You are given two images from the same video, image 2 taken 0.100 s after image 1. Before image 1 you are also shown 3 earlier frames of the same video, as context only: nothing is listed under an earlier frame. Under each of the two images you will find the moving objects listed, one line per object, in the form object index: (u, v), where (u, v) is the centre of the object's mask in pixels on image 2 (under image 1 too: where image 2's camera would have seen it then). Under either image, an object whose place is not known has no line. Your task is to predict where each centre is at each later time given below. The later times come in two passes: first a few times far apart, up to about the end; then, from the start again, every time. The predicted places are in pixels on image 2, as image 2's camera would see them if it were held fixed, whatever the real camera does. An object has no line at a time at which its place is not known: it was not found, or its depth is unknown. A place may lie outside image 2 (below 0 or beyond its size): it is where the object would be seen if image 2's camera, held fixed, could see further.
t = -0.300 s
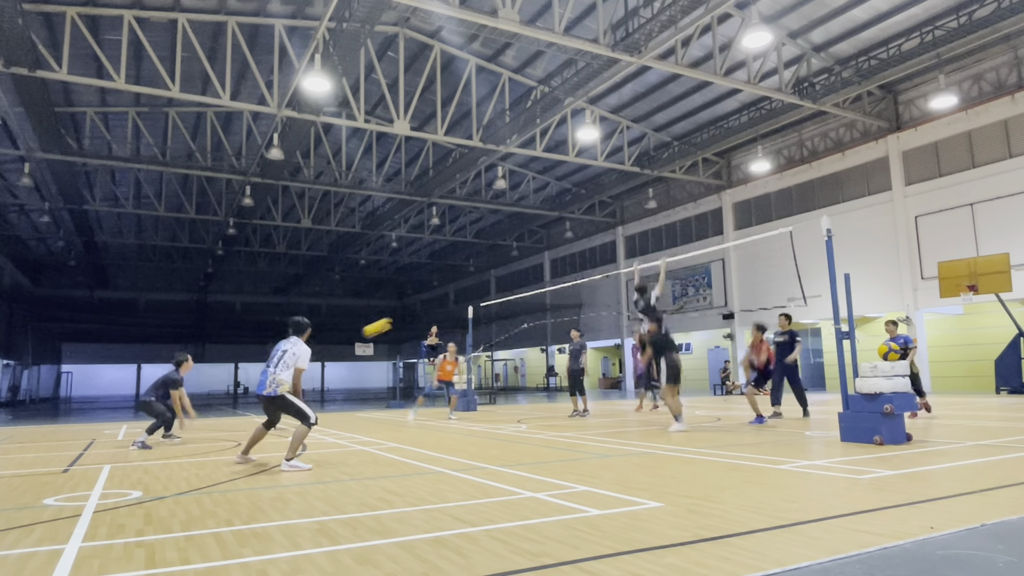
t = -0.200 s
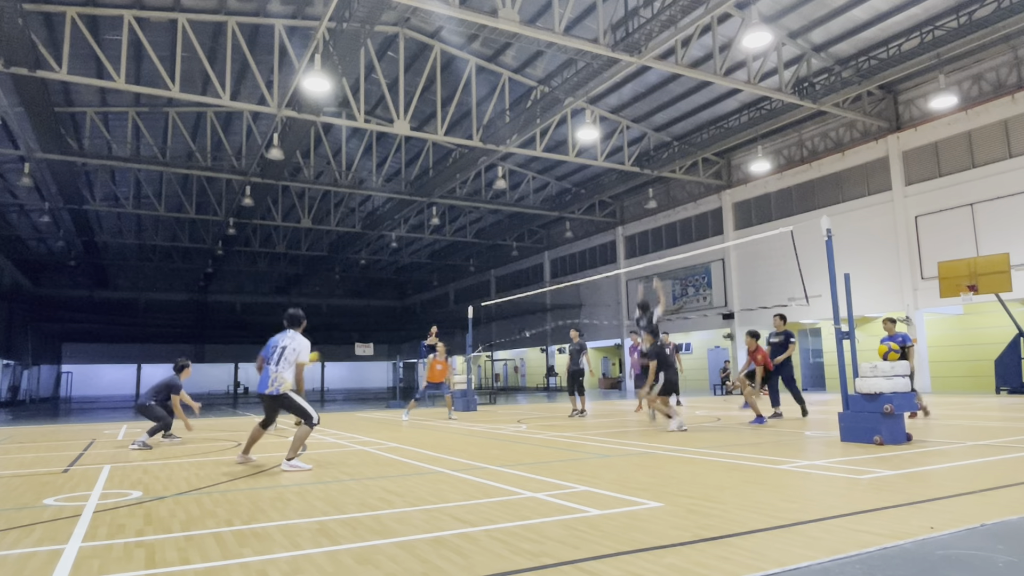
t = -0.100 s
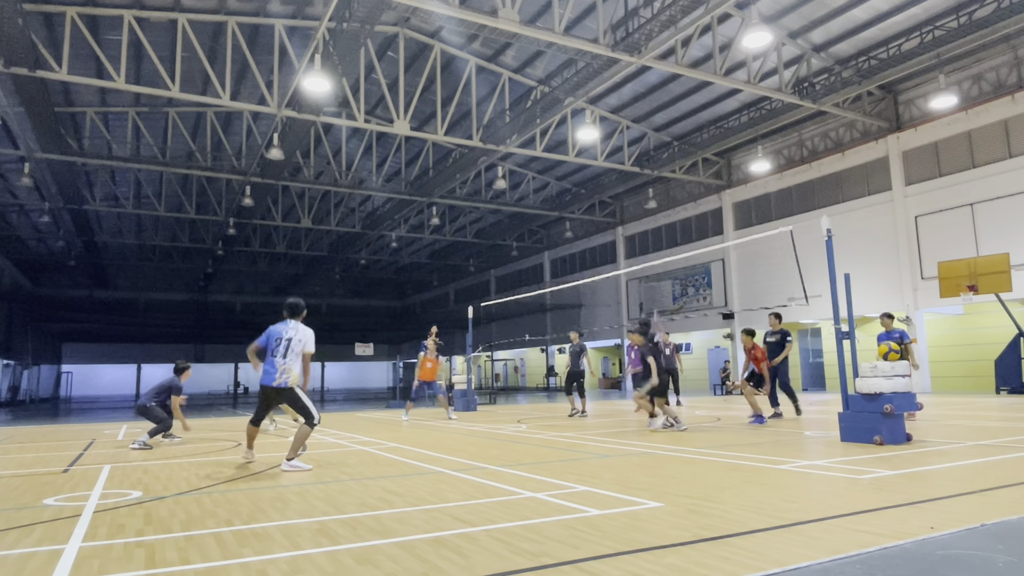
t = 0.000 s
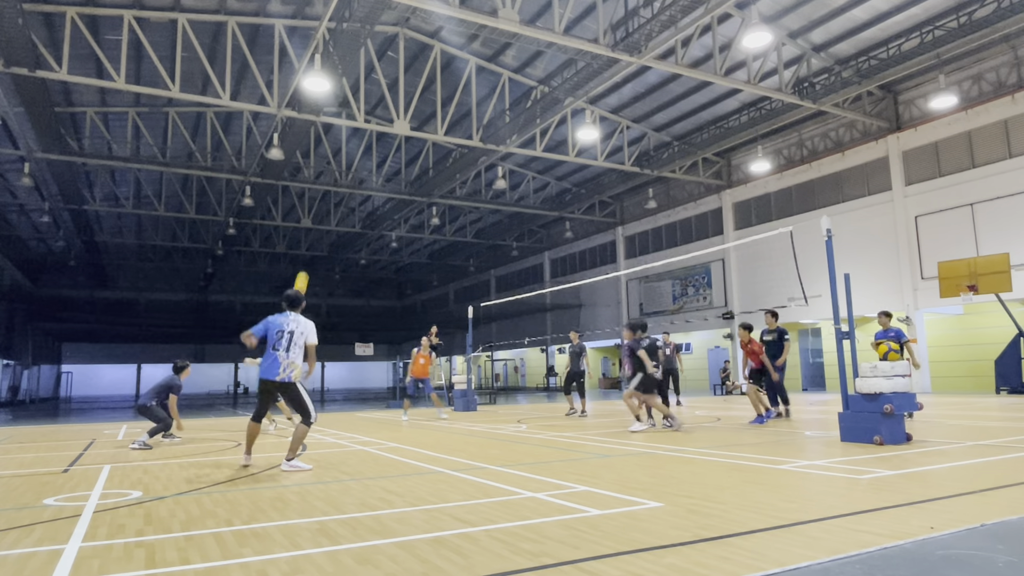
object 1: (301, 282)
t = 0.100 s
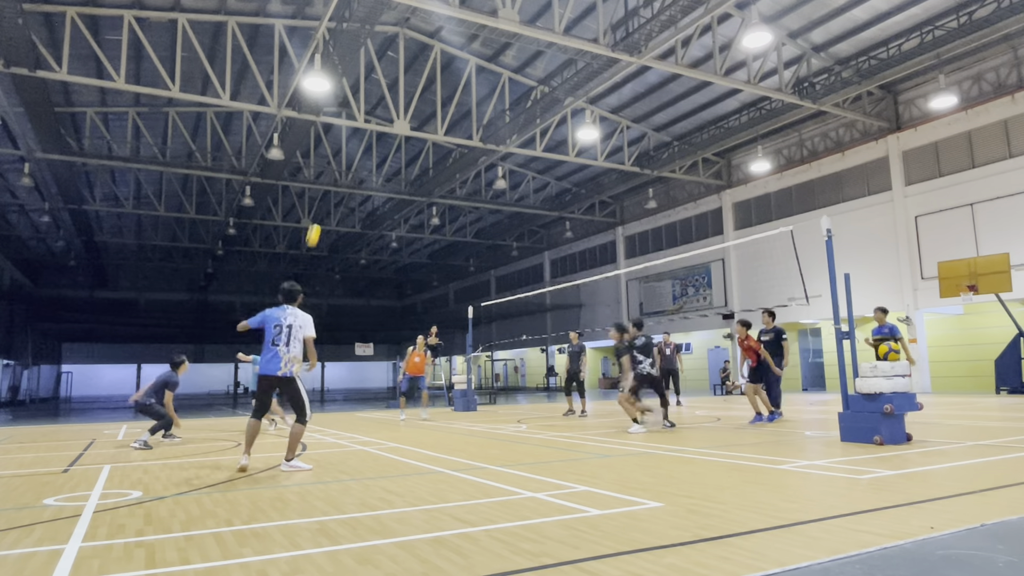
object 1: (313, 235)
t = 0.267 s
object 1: (332, 170)
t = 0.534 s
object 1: (360, 100)
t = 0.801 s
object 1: (385, 71)
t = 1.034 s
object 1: (407, 75)
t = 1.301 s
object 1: (432, 114)
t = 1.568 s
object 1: (458, 189)
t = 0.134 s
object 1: (317, 221)
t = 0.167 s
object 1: (321, 207)
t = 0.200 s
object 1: (325, 194)
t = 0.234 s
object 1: (329, 181)
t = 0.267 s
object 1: (332, 170)
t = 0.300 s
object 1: (336, 158)
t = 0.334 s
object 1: (340, 148)
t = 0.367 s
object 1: (343, 138)
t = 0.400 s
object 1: (346, 129)
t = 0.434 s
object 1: (350, 121)
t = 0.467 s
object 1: (353, 113)
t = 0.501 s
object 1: (357, 106)
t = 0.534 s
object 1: (360, 100)
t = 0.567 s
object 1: (363, 94)
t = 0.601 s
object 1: (366, 89)
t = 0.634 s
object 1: (369, 85)
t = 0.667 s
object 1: (373, 81)
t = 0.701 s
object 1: (376, 77)
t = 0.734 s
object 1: (379, 74)
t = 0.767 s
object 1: (382, 72)
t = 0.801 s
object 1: (385, 71)
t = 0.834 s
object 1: (388, 69)
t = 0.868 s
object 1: (391, 69)
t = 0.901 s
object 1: (395, 69)
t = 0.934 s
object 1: (397, 70)
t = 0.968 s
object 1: (401, 71)
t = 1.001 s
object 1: (404, 73)
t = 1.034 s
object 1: (407, 75)
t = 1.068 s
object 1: (410, 78)
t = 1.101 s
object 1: (412, 81)
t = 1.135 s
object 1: (416, 85)
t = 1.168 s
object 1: (419, 90)
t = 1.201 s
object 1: (422, 95)
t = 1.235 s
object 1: (425, 101)
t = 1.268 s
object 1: (428, 107)
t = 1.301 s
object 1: (432, 114)
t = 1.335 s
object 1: (435, 122)
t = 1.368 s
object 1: (438, 128)
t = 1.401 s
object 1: (441, 138)
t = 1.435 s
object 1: (445, 147)
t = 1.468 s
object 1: (448, 157)
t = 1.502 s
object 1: (451, 167)
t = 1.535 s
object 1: (454, 178)
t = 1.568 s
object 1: (458, 189)
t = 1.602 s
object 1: (461, 201)
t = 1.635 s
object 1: (464, 214)
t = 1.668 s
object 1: (468, 227)
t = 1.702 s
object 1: (472, 241)
